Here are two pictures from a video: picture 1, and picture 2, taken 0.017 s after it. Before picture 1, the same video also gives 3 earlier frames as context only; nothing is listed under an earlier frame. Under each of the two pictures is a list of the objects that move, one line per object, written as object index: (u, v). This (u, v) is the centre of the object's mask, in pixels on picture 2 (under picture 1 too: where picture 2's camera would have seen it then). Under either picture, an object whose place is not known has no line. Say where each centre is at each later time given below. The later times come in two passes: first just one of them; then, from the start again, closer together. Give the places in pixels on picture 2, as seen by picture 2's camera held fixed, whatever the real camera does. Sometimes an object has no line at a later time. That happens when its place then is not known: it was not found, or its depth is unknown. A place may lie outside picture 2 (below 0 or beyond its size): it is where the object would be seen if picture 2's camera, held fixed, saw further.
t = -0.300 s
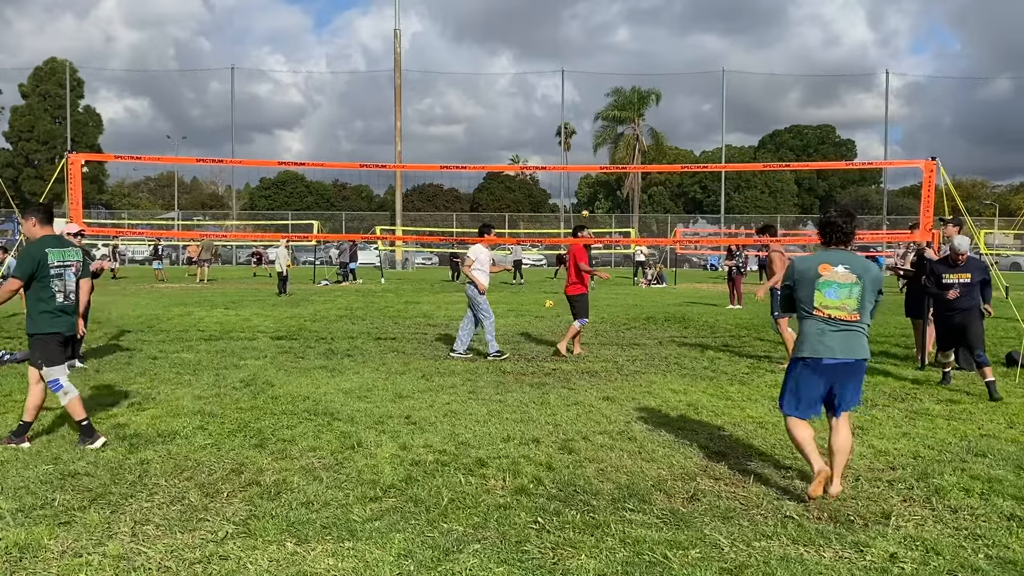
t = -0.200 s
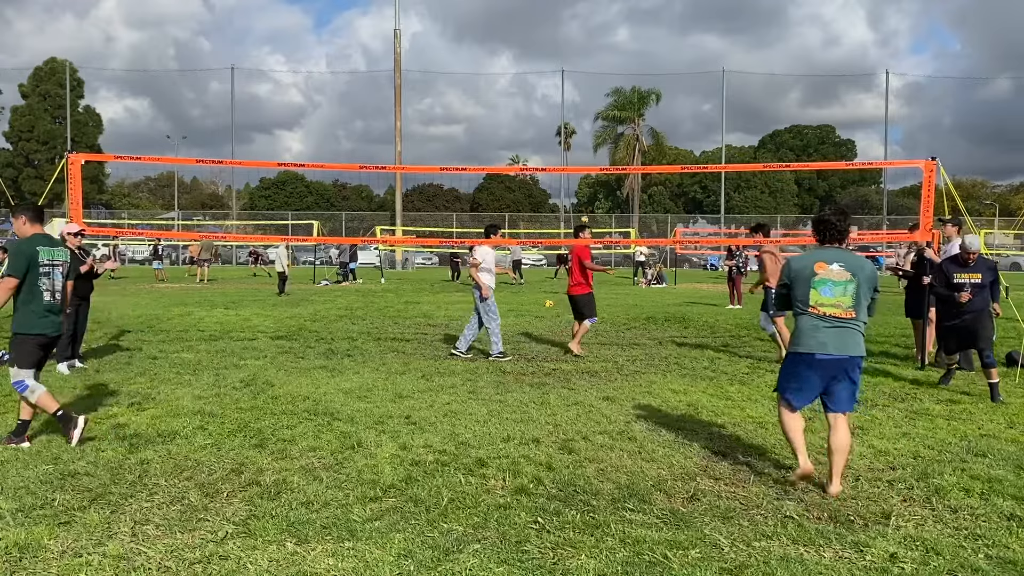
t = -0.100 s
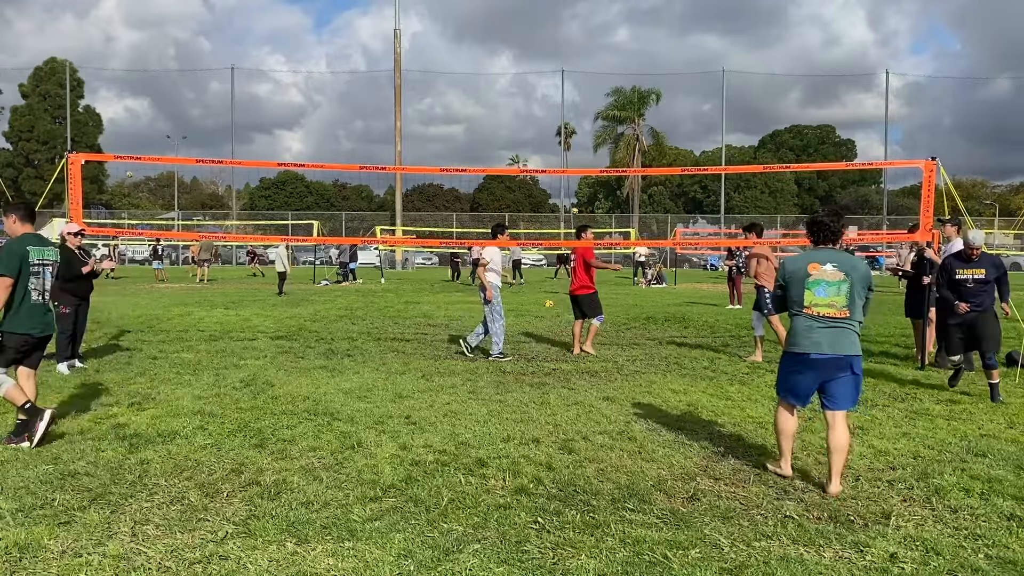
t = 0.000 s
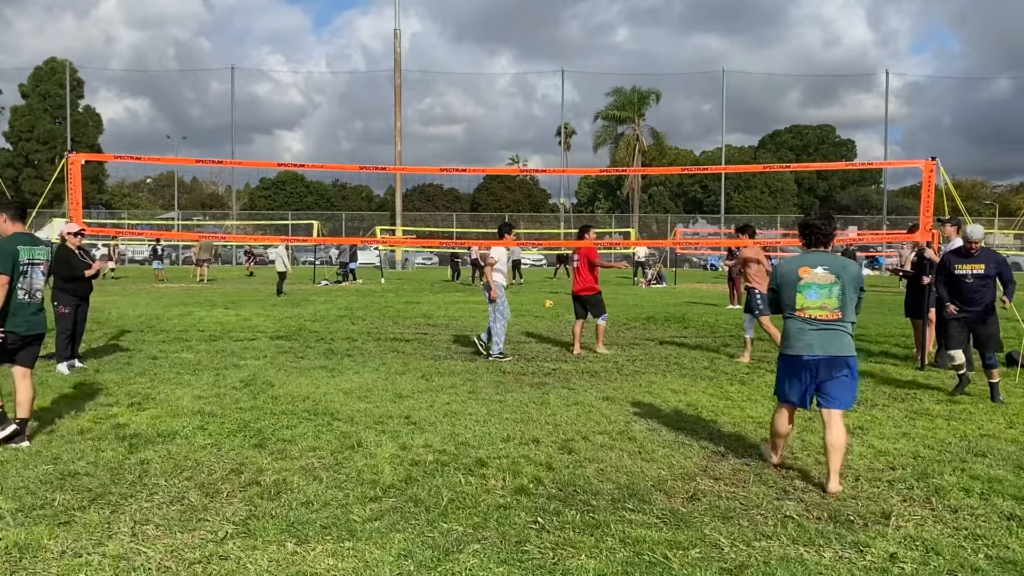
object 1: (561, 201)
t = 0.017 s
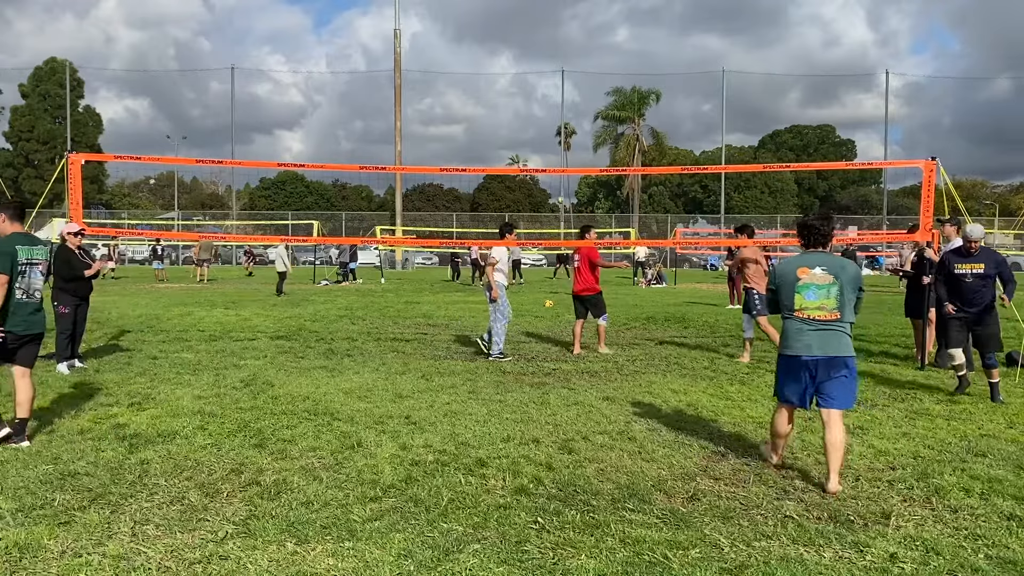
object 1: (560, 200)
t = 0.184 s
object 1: (543, 192)
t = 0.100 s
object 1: (551, 195)
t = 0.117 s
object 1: (550, 194)
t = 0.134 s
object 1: (549, 194)
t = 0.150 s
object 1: (546, 193)
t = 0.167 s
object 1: (545, 193)
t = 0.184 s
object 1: (543, 192)
